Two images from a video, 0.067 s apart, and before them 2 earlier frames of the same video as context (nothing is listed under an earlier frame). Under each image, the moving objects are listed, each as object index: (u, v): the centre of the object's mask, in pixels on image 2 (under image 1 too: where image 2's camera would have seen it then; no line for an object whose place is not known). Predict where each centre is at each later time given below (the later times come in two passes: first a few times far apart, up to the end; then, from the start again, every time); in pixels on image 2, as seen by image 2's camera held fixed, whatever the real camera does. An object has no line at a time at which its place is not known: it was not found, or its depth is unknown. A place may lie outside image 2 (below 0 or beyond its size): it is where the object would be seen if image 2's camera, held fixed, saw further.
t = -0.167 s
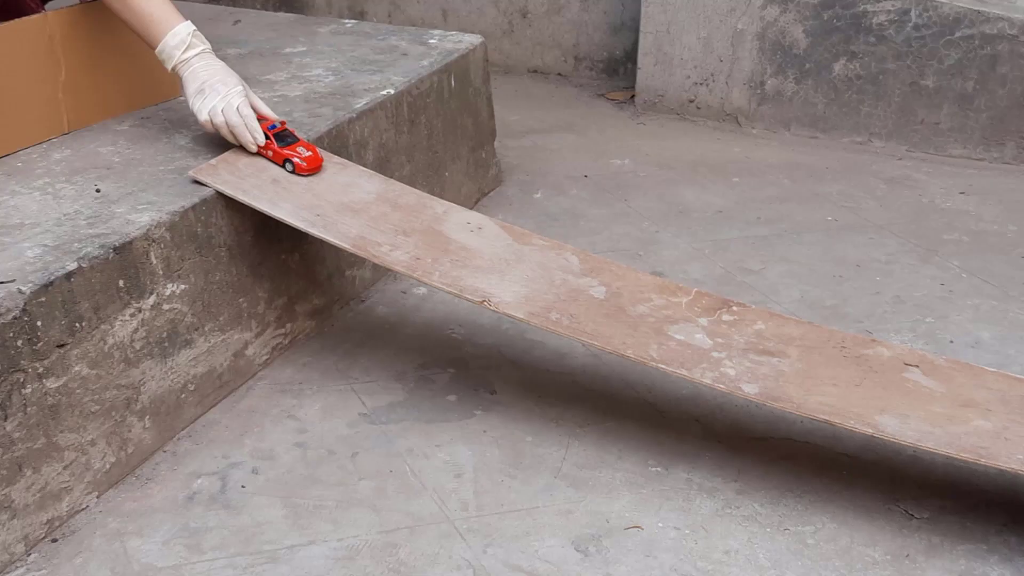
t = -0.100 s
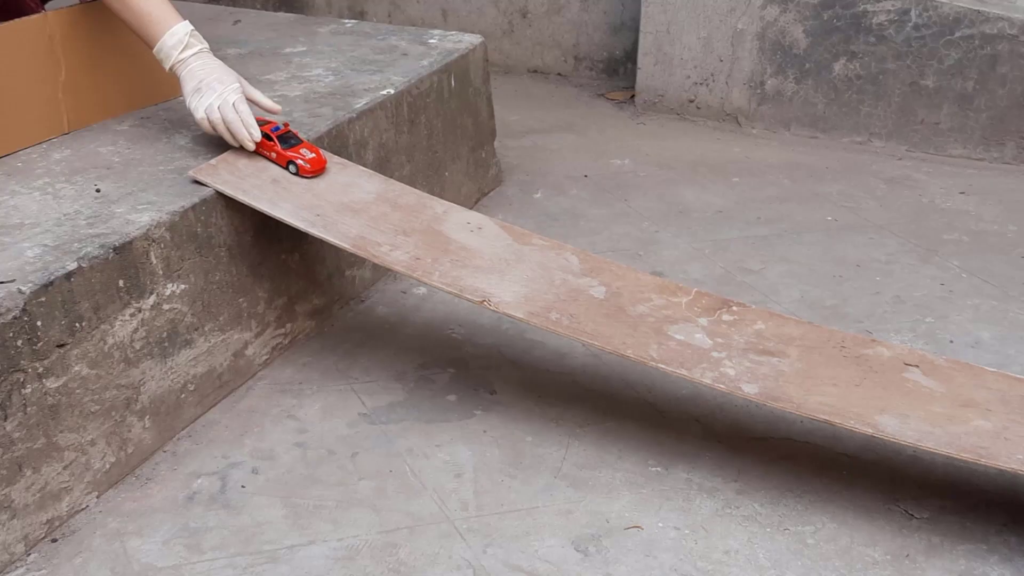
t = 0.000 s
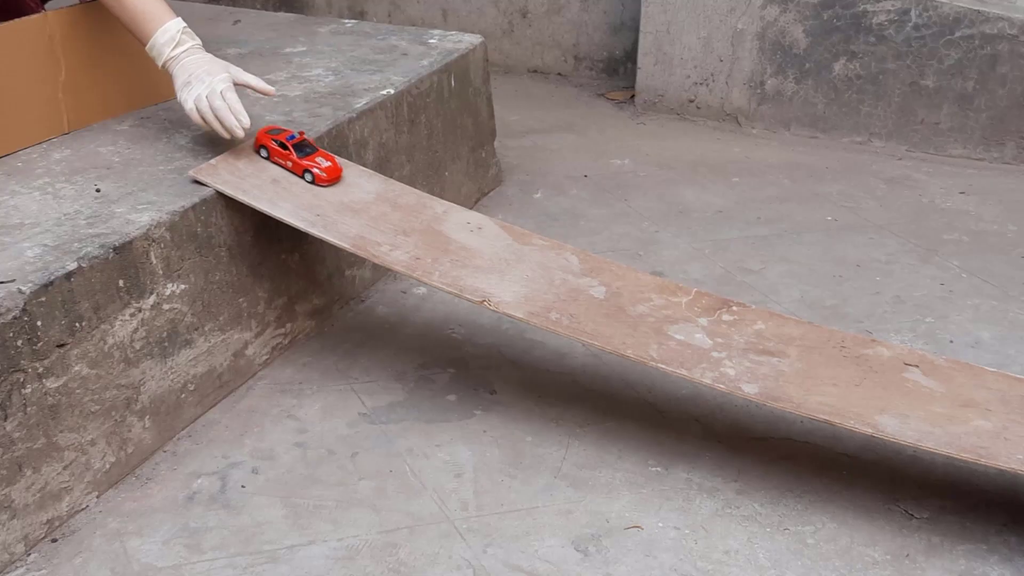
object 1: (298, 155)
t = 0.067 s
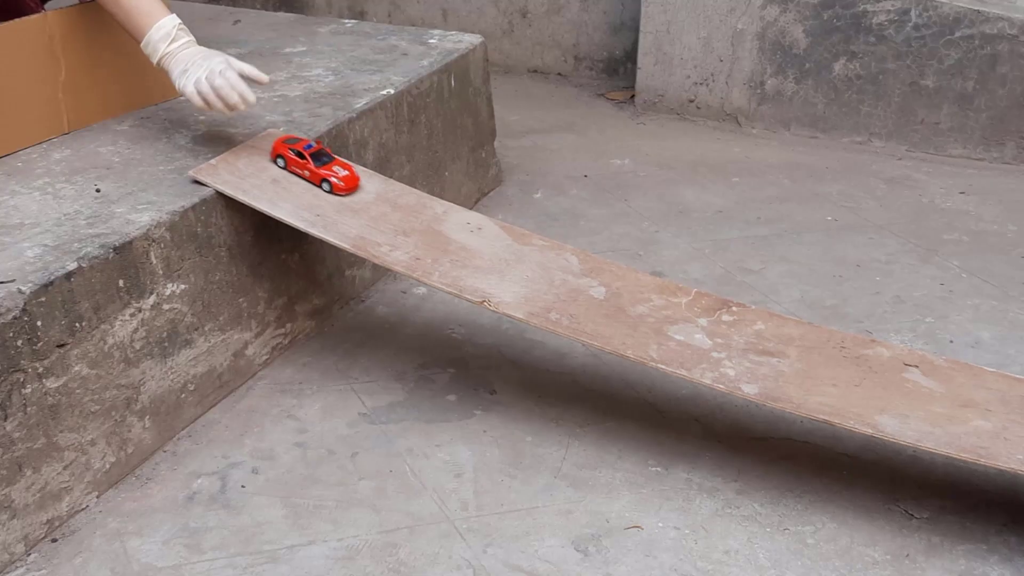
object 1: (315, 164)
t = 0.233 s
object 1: (382, 199)
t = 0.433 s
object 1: (509, 256)
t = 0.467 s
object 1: (535, 266)
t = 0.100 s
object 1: (325, 170)
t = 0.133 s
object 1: (337, 176)
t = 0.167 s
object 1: (351, 183)
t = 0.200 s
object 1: (366, 191)
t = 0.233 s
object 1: (382, 199)
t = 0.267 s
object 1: (400, 207)
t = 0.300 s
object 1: (418, 216)
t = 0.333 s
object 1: (439, 225)
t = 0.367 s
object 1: (461, 235)
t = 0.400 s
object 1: (484, 245)
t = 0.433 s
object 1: (509, 256)
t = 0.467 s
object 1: (535, 266)
